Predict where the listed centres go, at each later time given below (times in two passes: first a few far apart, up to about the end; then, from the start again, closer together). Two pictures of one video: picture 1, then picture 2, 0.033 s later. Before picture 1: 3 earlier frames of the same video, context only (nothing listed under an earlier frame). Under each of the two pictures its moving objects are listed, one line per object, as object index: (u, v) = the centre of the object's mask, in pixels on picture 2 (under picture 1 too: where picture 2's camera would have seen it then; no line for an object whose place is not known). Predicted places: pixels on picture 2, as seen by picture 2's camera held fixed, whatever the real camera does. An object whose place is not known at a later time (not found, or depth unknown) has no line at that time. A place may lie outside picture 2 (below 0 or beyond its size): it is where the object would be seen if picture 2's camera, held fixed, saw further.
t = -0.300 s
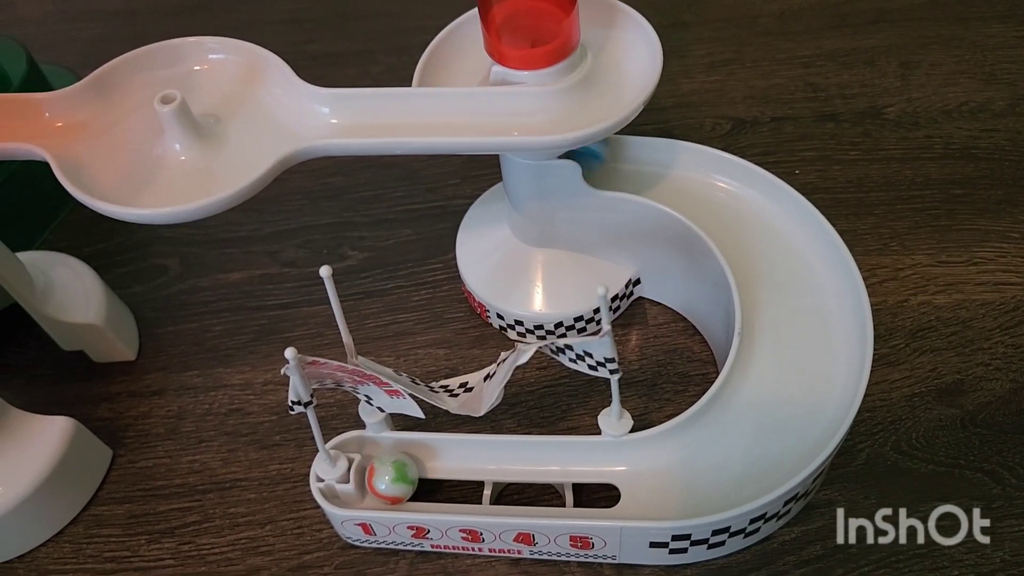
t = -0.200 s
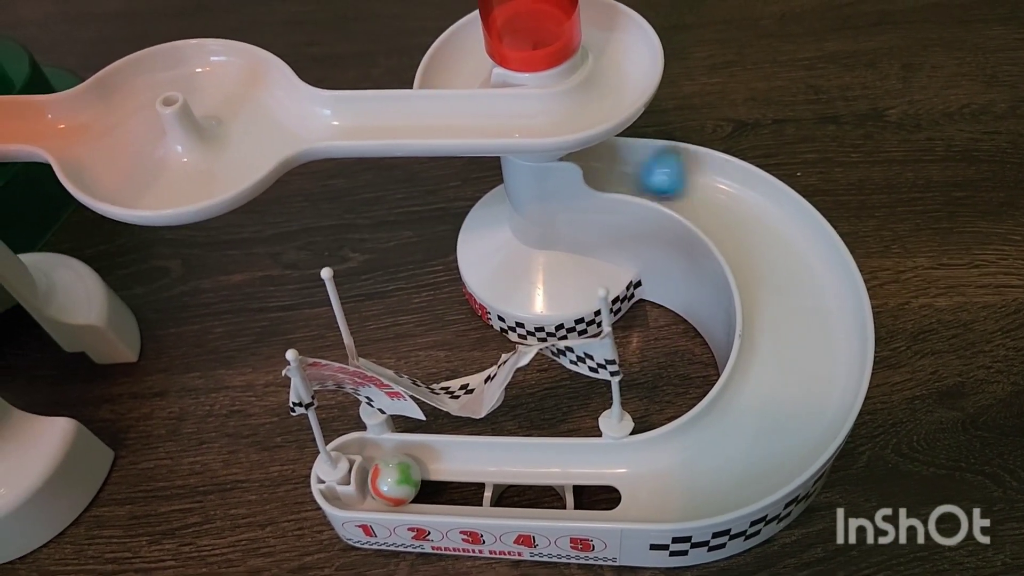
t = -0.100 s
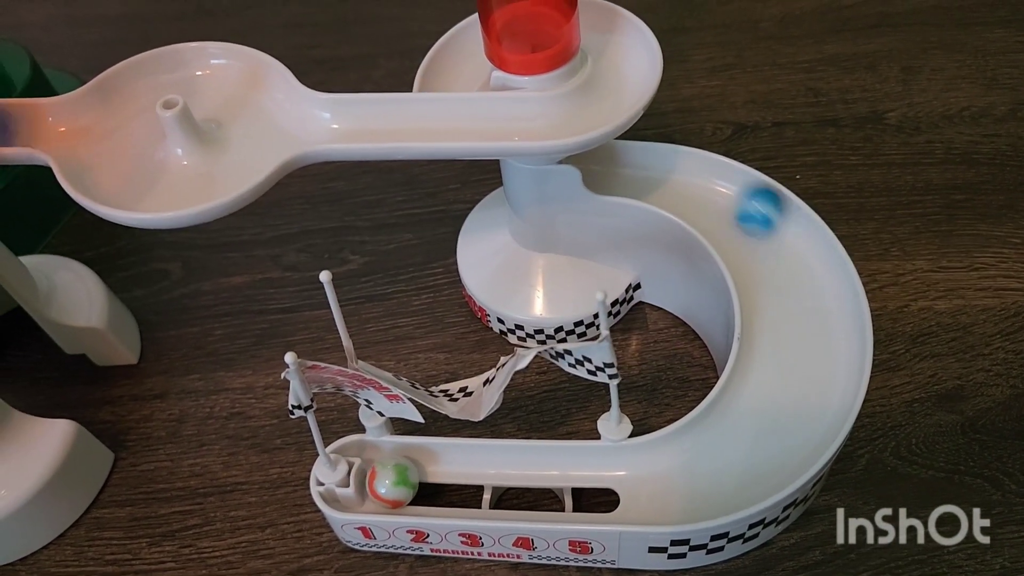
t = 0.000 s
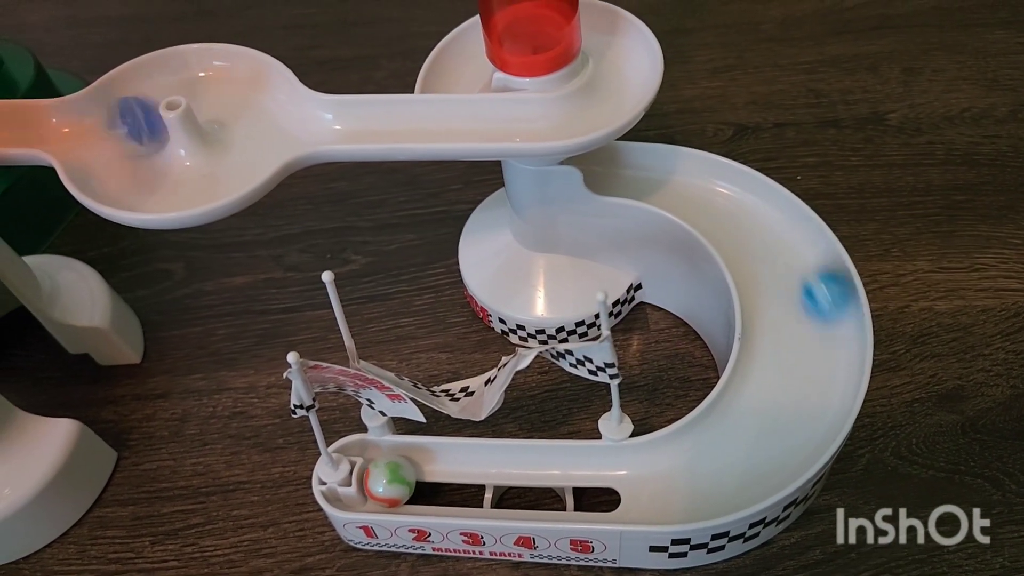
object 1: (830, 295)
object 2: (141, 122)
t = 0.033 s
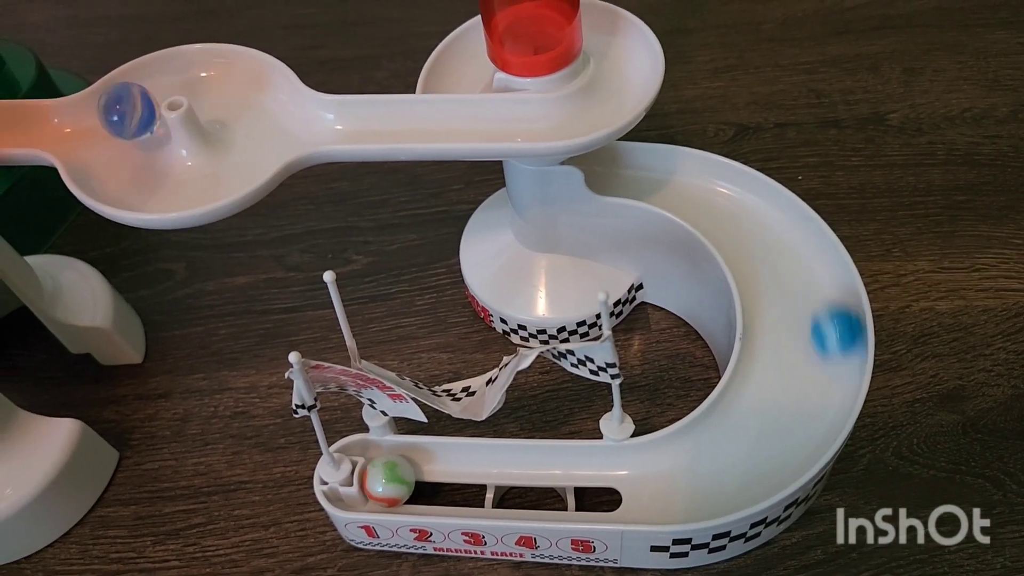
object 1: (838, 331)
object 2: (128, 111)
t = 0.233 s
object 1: (660, 501)
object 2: (154, 95)
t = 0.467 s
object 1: (470, 484)
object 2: (235, 78)
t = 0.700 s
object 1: (440, 484)
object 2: (281, 132)
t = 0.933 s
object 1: (439, 484)
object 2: (279, 119)
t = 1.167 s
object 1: (439, 484)
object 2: (313, 120)
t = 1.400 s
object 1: (439, 484)
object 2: (339, 119)
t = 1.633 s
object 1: (439, 484)
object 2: (436, 119)
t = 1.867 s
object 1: (439, 484)
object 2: (609, 101)
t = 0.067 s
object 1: (836, 372)
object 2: (130, 119)
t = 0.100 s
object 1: (820, 412)
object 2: (139, 120)
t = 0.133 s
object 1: (794, 448)
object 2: (144, 116)
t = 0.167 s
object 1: (757, 477)
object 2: (147, 108)
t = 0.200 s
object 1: (709, 494)
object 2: (150, 102)
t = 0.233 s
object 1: (660, 501)
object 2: (154, 95)
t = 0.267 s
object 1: (606, 500)
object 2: (162, 88)
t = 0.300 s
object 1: (552, 497)
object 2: (172, 83)
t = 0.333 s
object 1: (498, 490)
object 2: (184, 80)
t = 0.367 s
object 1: (445, 484)
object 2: (195, 76)
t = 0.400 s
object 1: (453, 483)
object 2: (208, 70)
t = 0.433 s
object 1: (464, 484)
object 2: (219, 72)
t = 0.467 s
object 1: (470, 484)
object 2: (235, 78)
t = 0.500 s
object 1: (472, 485)
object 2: (246, 82)
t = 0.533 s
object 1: (470, 485)
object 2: (261, 89)
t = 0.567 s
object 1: (466, 485)
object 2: (271, 97)
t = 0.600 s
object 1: (460, 485)
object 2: (274, 111)
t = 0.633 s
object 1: (452, 485)
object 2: (279, 123)
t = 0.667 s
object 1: (443, 484)
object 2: (282, 132)
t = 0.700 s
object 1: (440, 484)
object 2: (281, 132)
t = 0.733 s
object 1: (440, 484)
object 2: (280, 129)
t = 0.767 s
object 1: (440, 484)
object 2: (281, 124)
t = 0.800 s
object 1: (440, 484)
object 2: (283, 118)
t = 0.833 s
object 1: (439, 484)
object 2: (287, 112)
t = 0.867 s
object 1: (440, 484)
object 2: (286, 112)
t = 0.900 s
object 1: (439, 484)
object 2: (281, 116)
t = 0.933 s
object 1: (439, 484)
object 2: (279, 119)
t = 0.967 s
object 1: (439, 484)
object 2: (280, 123)
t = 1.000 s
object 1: (439, 484)
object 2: (283, 126)
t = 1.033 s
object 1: (439, 484)
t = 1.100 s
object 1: (440, 484)
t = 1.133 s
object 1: (439, 484)
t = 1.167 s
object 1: (439, 484)
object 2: (313, 120)
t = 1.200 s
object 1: (439, 484)
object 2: (317, 122)
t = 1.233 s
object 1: (439, 484)
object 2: (319, 120)
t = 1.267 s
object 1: (439, 484)
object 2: (322, 120)
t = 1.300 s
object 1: (439, 484)
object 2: (326, 121)
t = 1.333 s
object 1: (439, 484)
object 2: (330, 120)
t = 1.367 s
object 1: (439, 484)
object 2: (334, 120)
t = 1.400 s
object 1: (439, 484)
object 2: (339, 119)
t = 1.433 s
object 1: (439, 484)
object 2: (346, 119)
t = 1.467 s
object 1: (439, 484)
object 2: (358, 119)
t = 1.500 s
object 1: (439, 484)
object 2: (368, 119)
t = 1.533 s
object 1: (439, 484)
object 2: (383, 119)
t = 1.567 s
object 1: (440, 484)
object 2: (400, 119)
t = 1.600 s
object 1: (439, 484)
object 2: (418, 120)
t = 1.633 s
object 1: (439, 484)
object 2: (436, 119)
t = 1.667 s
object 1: (440, 484)
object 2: (456, 119)
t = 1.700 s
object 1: (439, 484)
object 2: (480, 119)
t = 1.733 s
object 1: (439, 484)
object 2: (503, 118)
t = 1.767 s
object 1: (439, 484)
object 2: (529, 117)
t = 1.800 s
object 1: (440, 484)
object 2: (559, 116)
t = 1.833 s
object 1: (439, 484)
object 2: (587, 110)
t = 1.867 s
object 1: (439, 484)
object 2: (609, 101)
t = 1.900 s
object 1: (440, 484)
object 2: (625, 83)
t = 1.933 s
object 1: (439, 484)
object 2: (631, 64)
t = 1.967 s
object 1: (439, 484)
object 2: (621, 42)
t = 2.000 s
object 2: (601, 32)
